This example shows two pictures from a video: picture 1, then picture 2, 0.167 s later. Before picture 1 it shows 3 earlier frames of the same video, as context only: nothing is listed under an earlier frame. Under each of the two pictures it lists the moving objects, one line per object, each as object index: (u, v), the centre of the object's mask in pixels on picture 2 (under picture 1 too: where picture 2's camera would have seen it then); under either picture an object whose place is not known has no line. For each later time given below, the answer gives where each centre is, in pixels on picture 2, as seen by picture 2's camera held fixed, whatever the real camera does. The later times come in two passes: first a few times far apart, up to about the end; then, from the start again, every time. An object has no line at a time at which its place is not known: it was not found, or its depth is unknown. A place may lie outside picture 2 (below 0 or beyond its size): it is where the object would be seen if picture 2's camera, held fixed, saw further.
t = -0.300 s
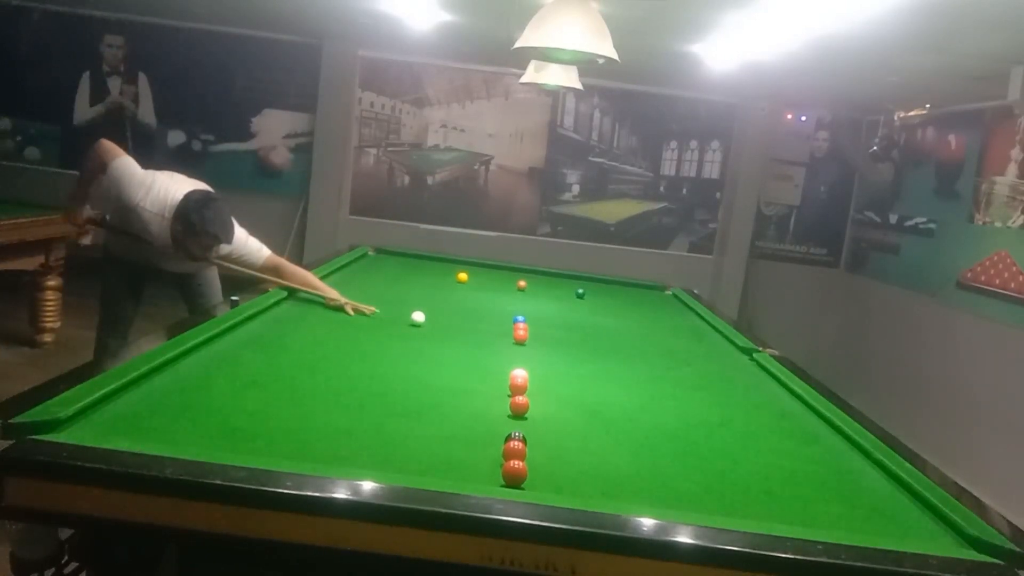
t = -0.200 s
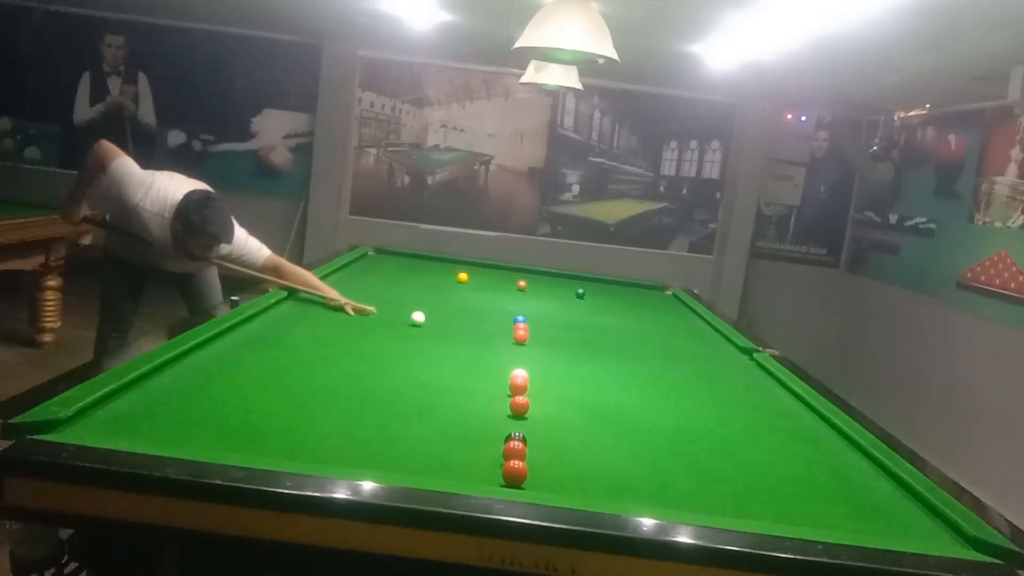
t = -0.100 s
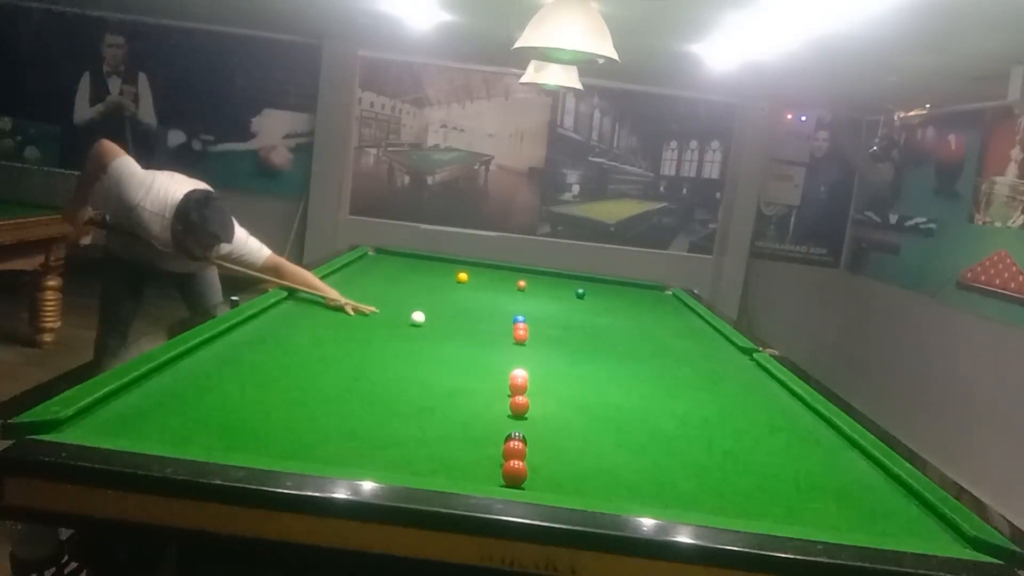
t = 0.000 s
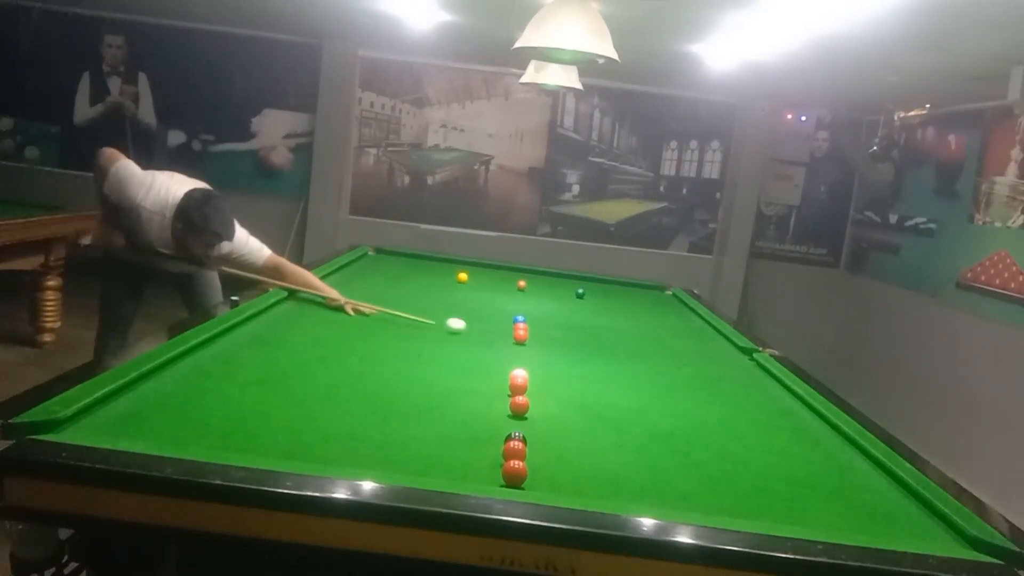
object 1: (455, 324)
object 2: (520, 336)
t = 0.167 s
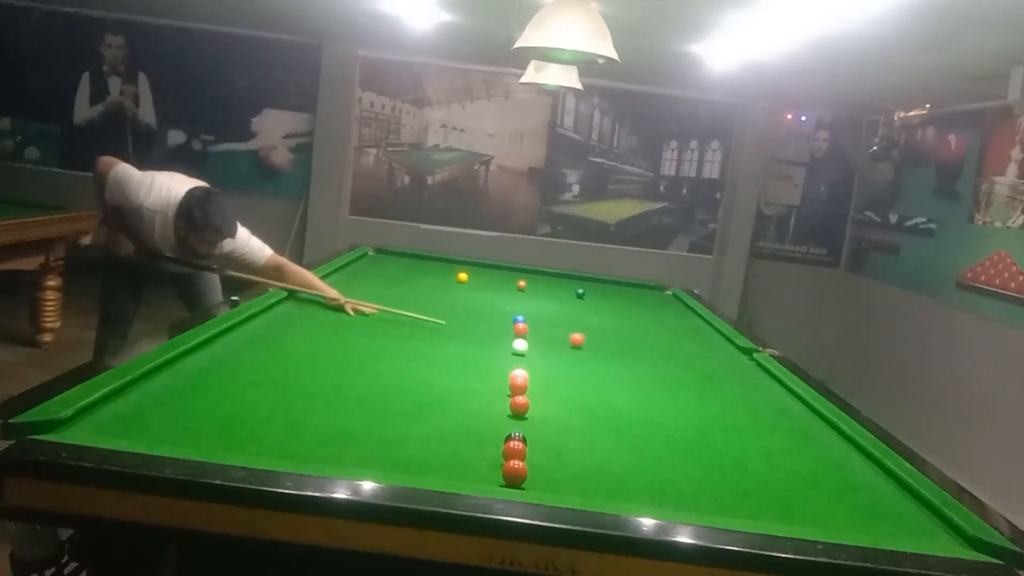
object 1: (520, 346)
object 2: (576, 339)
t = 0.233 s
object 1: (528, 353)
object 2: (605, 342)
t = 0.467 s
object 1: (558, 379)
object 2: (695, 349)
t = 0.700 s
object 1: (592, 408)
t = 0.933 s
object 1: (631, 443)
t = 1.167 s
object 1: (671, 480)
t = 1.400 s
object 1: (712, 507)
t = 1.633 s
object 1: (710, 489)
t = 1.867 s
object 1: (711, 472)
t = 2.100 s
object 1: (712, 461)
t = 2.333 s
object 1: (714, 454)
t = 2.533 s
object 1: (718, 451)
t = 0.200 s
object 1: (524, 349)
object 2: (590, 341)
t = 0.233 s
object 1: (528, 353)
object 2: (605, 342)
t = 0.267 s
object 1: (532, 356)
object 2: (618, 343)
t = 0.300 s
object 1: (536, 360)
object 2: (632, 344)
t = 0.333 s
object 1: (540, 364)
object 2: (645, 344)
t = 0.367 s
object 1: (545, 367)
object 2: (658, 346)
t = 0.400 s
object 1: (549, 371)
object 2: (670, 347)
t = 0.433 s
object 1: (553, 375)
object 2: (683, 347)
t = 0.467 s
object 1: (558, 379)
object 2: (695, 349)
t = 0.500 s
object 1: (563, 383)
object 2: (708, 349)
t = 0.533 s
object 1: (567, 387)
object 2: (719, 350)
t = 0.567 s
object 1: (572, 391)
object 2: (731, 351)
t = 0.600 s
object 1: (577, 395)
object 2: (743, 352)
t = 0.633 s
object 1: (582, 400)
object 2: (752, 352)
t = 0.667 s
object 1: (586, 404)
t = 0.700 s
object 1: (592, 408)
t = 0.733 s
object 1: (597, 413)
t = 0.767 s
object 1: (602, 418)
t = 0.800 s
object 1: (608, 423)
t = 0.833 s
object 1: (613, 428)
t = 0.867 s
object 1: (619, 433)
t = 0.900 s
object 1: (625, 438)
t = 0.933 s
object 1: (631, 443)
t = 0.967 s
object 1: (636, 448)
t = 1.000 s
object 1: (643, 454)
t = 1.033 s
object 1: (649, 459)
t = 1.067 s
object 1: (655, 465)
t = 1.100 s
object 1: (661, 471)
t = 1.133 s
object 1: (665, 474)
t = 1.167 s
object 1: (671, 480)
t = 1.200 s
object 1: (678, 487)
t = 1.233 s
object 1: (685, 492)
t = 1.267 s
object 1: (692, 498)
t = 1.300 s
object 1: (699, 502)
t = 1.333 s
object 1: (706, 506)
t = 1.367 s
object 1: (712, 510)
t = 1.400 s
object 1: (712, 507)
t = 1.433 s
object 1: (711, 505)
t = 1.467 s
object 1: (711, 503)
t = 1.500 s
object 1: (711, 501)
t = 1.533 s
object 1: (710, 498)
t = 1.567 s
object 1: (711, 494)
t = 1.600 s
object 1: (710, 492)
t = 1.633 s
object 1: (710, 489)
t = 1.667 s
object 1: (710, 486)
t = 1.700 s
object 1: (711, 483)
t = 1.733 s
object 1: (711, 481)
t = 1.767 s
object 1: (711, 479)
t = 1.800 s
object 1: (711, 476)
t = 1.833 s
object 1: (711, 474)
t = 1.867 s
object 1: (711, 472)
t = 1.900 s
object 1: (711, 470)
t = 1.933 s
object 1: (711, 469)
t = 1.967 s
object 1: (712, 467)
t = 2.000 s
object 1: (712, 466)
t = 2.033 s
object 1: (712, 464)
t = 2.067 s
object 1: (712, 463)
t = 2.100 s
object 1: (712, 461)
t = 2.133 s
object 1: (713, 460)
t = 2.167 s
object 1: (713, 459)
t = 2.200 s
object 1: (713, 458)
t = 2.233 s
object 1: (714, 457)
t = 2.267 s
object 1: (714, 456)
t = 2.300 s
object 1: (714, 455)
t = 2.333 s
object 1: (714, 454)
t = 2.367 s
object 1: (715, 454)
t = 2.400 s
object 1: (715, 453)
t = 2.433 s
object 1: (715, 453)
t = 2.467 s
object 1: (715, 453)
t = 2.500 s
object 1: (715, 452)
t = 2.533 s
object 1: (718, 451)
